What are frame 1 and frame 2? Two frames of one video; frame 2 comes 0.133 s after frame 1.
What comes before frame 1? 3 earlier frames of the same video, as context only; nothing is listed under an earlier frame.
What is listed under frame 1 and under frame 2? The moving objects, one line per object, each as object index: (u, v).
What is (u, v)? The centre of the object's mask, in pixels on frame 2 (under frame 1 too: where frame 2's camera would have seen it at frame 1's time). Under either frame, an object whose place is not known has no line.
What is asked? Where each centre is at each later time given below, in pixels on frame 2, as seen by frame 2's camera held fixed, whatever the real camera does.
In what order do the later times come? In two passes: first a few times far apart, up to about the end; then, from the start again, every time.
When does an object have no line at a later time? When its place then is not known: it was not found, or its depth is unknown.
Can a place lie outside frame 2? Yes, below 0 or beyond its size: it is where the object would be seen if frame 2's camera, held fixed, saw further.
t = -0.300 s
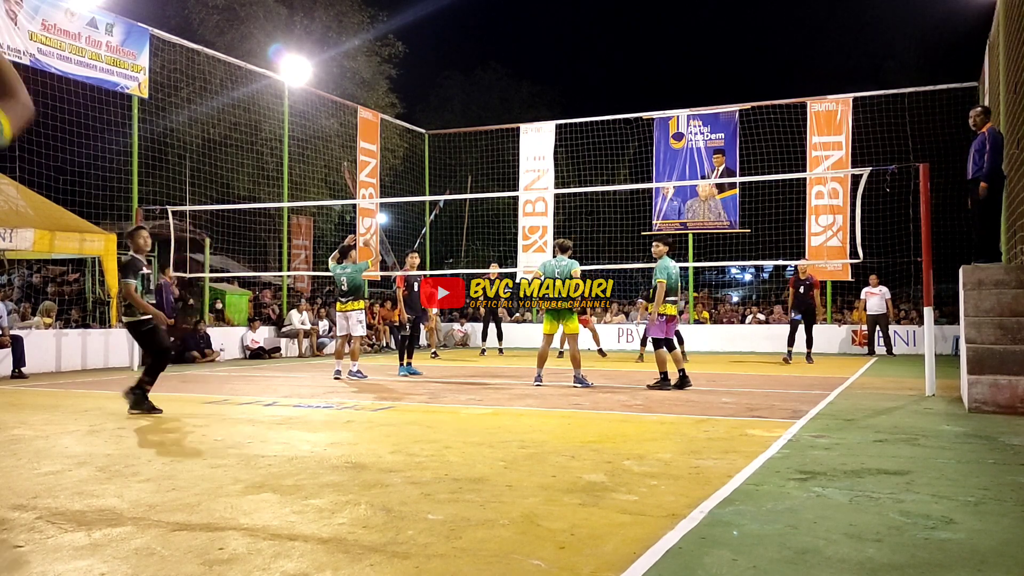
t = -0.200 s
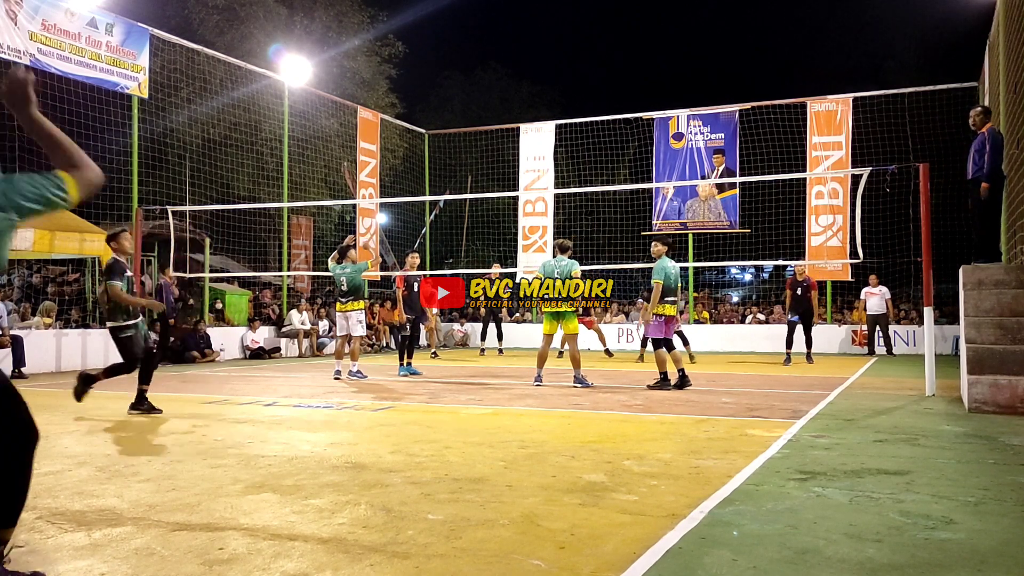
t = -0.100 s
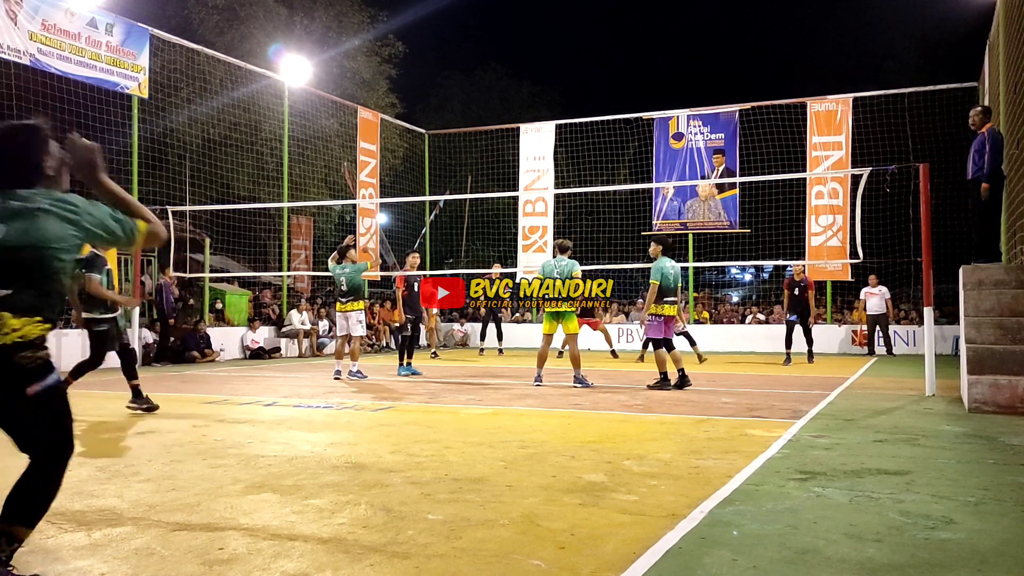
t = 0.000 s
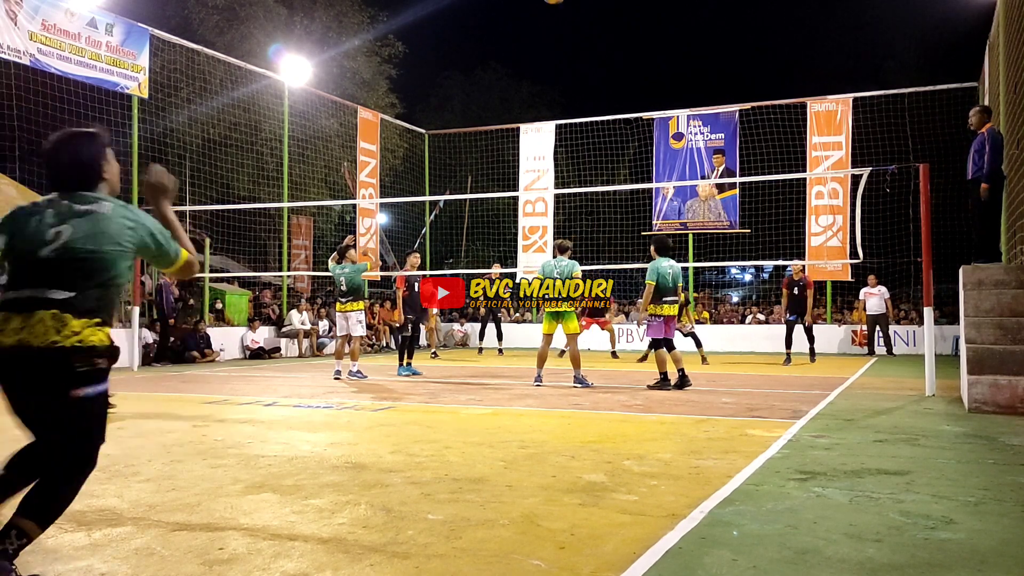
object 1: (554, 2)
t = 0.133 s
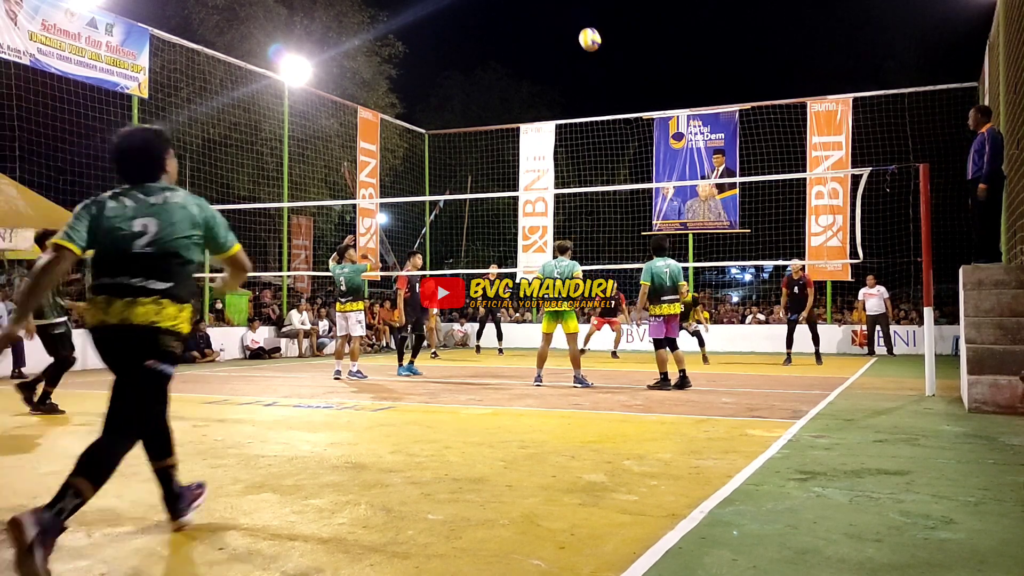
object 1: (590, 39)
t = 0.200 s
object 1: (604, 64)
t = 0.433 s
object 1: (637, 152)
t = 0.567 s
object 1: (649, 202)
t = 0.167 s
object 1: (597, 52)
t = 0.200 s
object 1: (604, 64)
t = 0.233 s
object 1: (611, 76)
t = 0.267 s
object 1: (616, 89)
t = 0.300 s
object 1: (621, 102)
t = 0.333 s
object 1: (626, 114)
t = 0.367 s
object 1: (630, 127)
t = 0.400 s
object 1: (634, 139)
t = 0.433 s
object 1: (637, 152)
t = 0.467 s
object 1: (640, 164)
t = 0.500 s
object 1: (644, 176)
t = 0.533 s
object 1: (647, 192)
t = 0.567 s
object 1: (649, 202)
